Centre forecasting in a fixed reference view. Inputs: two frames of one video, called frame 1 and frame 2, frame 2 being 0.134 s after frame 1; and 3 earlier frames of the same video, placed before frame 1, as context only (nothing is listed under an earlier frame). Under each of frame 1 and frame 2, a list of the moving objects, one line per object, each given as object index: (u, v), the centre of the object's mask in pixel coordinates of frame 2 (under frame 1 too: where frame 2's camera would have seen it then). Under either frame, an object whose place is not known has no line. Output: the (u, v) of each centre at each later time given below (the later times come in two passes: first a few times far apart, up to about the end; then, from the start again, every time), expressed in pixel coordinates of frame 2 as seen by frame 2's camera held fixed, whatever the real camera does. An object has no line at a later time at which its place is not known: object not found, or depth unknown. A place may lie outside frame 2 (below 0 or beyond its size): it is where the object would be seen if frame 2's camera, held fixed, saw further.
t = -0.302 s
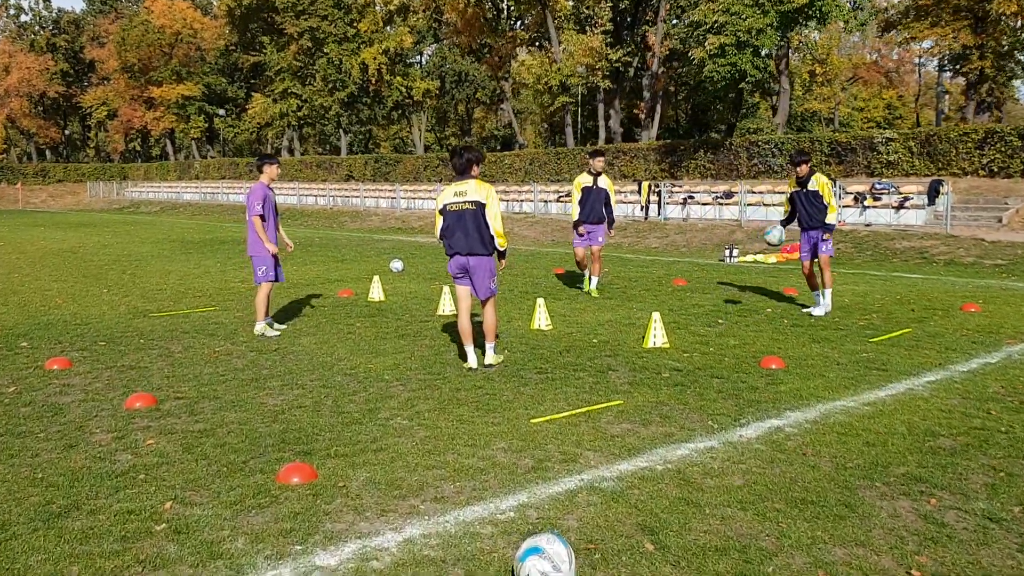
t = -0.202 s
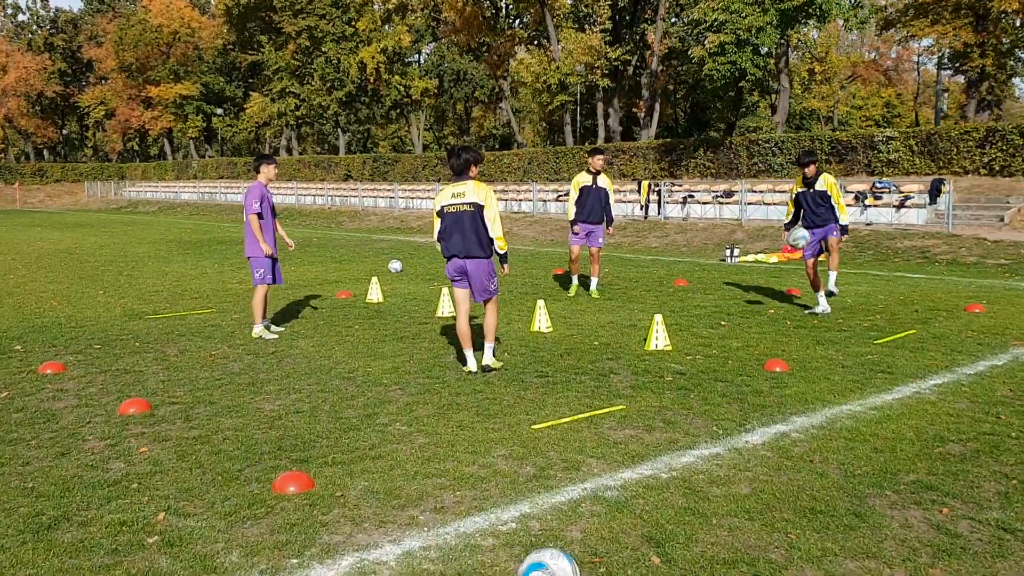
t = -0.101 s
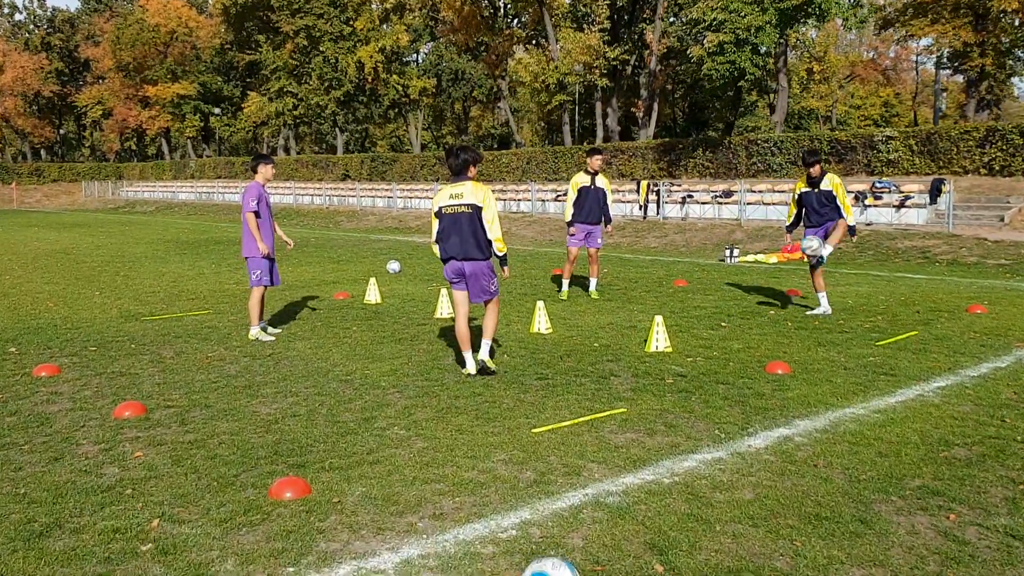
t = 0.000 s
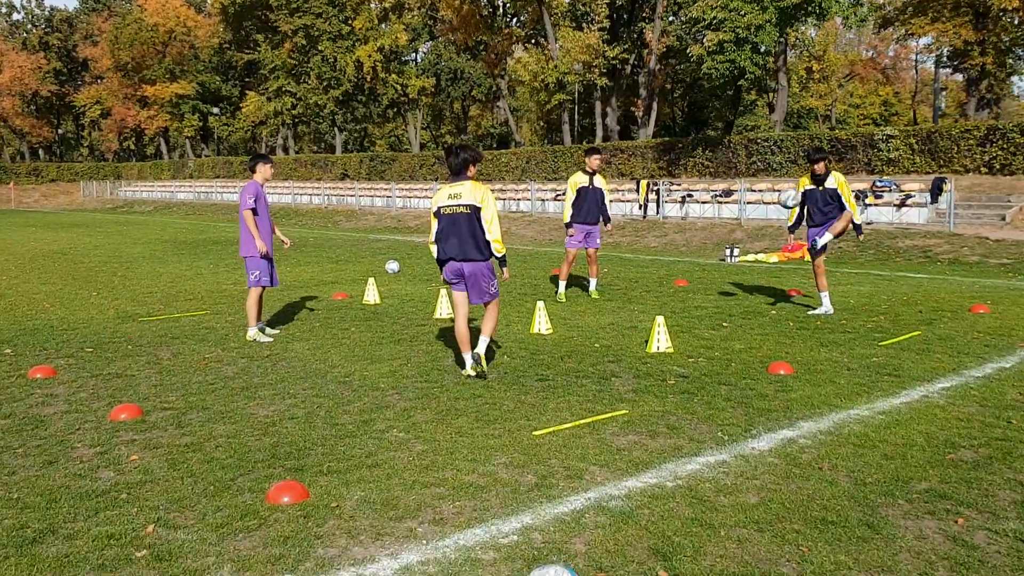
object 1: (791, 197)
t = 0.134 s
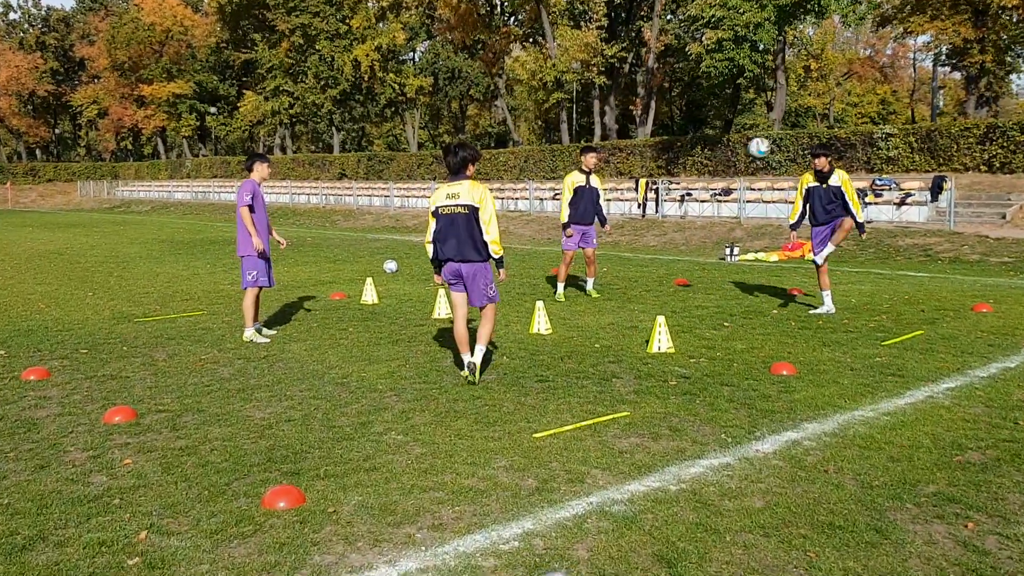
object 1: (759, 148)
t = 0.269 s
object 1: (730, 116)
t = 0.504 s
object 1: (678, 106)
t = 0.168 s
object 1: (752, 138)
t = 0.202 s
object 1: (744, 130)
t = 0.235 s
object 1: (736, 123)
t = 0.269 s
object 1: (730, 116)
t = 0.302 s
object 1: (722, 112)
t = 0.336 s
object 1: (715, 108)
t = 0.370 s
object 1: (707, 105)
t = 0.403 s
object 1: (700, 104)
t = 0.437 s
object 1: (693, 103)
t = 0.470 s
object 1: (686, 104)
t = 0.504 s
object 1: (678, 106)
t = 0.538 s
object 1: (674, 108)
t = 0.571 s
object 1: (667, 112)
